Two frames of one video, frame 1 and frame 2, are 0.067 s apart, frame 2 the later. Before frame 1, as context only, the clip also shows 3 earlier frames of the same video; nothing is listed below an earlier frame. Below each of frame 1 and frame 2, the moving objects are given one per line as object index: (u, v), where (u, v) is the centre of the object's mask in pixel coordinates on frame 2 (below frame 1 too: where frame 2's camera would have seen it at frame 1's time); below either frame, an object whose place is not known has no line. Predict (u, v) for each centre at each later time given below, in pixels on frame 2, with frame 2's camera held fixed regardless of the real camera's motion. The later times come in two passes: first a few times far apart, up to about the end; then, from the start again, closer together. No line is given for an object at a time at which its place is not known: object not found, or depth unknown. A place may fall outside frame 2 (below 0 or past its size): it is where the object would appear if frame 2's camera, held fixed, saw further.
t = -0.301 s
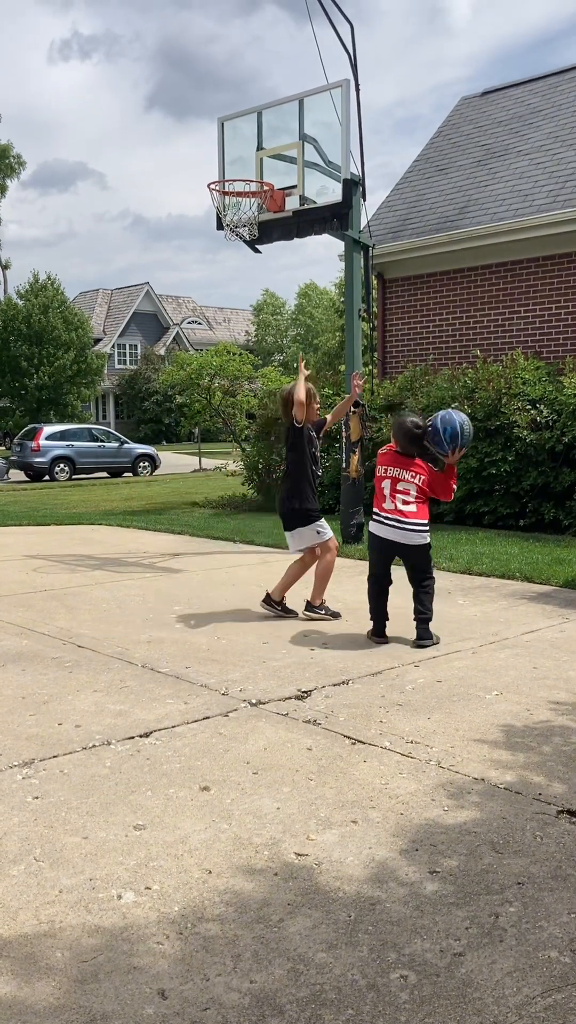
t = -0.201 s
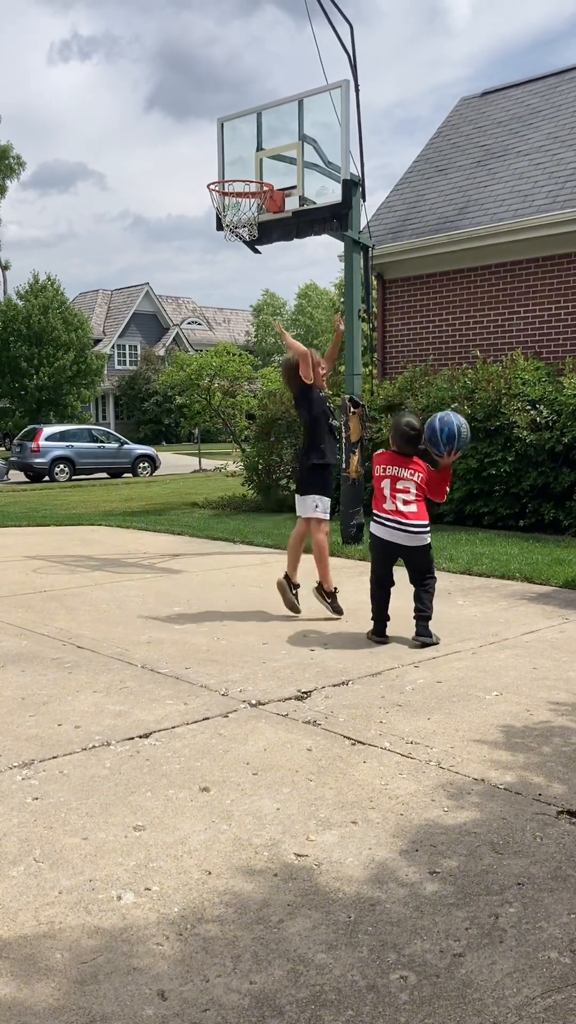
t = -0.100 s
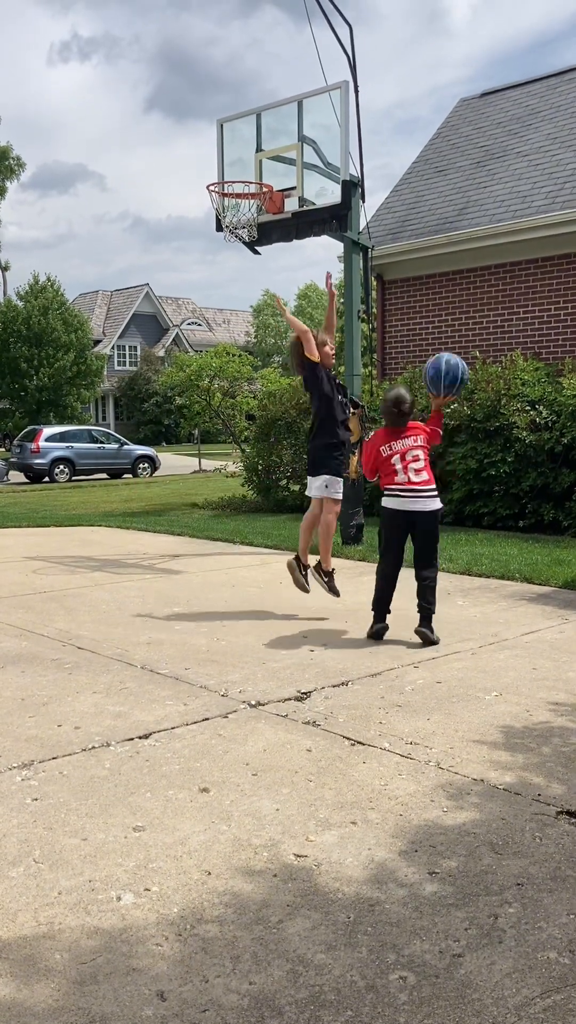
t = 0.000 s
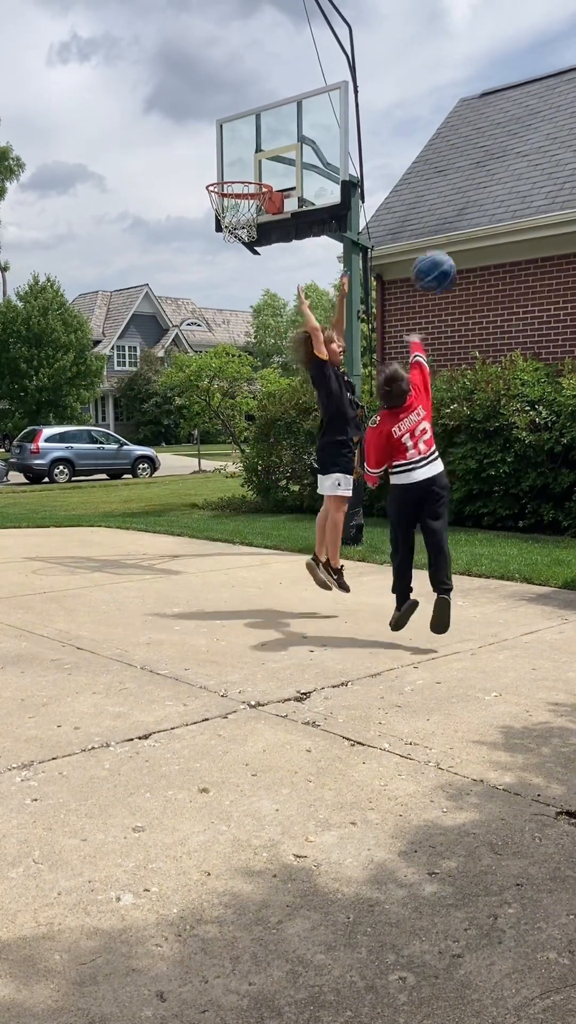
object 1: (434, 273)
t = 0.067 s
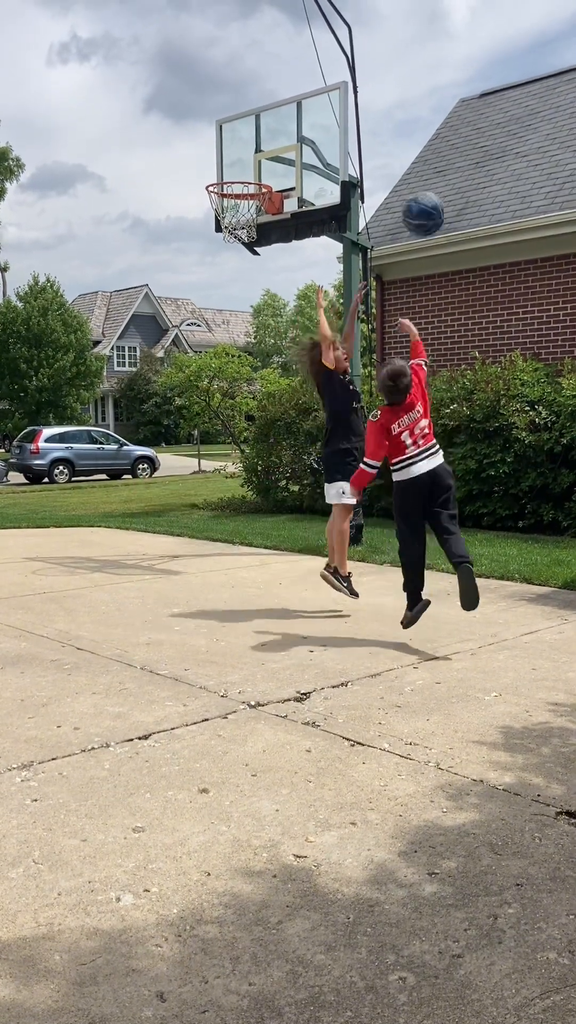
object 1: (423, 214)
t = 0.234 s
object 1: (400, 113)
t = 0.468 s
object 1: (373, 70)
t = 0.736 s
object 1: (367, 117)
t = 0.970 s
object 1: (429, 213)
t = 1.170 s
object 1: (482, 364)
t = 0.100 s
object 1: (418, 188)
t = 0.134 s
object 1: (414, 166)
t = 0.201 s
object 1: (405, 128)
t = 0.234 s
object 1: (400, 113)
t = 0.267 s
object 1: (396, 101)
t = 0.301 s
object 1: (392, 91)
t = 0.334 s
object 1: (388, 83)
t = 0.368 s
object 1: (384, 77)
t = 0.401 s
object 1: (380, 73)
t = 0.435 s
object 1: (377, 70)
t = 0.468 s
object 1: (373, 70)
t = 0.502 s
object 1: (370, 72)
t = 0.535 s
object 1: (367, 75)
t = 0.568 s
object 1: (363, 80)
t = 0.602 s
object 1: (360, 86)
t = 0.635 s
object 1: (357, 94)
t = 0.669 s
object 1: (354, 103)
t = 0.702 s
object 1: (359, 110)
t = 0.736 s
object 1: (367, 117)
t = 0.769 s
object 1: (376, 125)
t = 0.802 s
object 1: (384, 135)
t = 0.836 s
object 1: (393, 147)
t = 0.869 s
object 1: (402, 161)
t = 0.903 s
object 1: (411, 177)
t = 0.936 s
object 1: (420, 195)
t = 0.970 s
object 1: (429, 213)
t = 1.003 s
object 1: (438, 234)
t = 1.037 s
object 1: (447, 255)
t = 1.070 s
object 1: (456, 280)
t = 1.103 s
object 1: (464, 306)
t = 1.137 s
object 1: (474, 334)
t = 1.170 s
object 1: (482, 364)
